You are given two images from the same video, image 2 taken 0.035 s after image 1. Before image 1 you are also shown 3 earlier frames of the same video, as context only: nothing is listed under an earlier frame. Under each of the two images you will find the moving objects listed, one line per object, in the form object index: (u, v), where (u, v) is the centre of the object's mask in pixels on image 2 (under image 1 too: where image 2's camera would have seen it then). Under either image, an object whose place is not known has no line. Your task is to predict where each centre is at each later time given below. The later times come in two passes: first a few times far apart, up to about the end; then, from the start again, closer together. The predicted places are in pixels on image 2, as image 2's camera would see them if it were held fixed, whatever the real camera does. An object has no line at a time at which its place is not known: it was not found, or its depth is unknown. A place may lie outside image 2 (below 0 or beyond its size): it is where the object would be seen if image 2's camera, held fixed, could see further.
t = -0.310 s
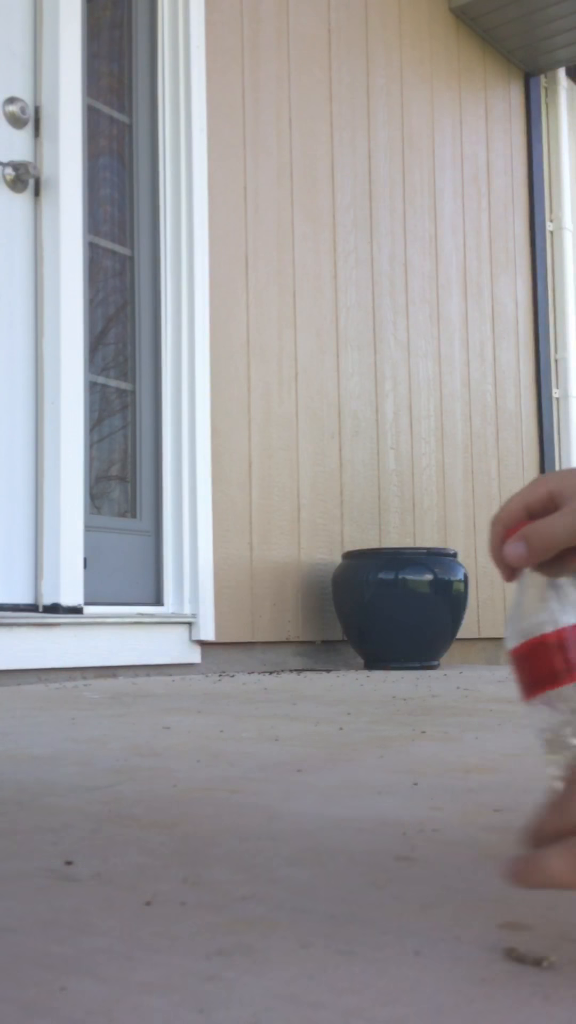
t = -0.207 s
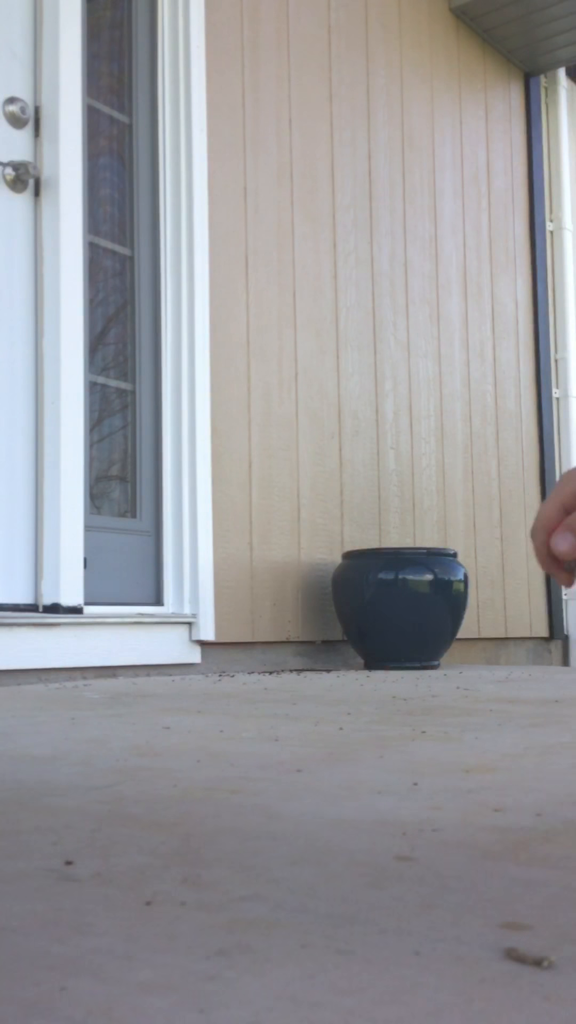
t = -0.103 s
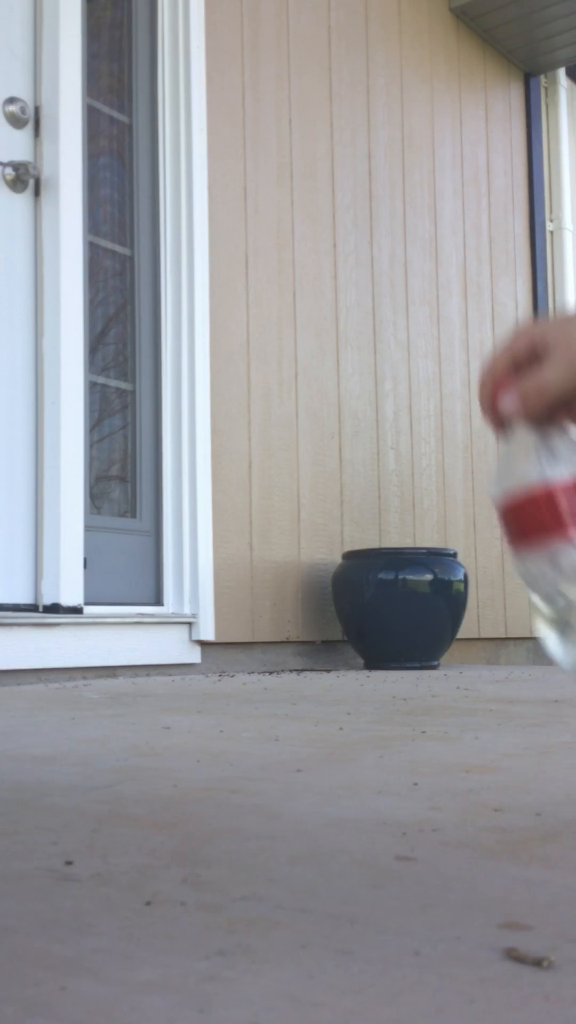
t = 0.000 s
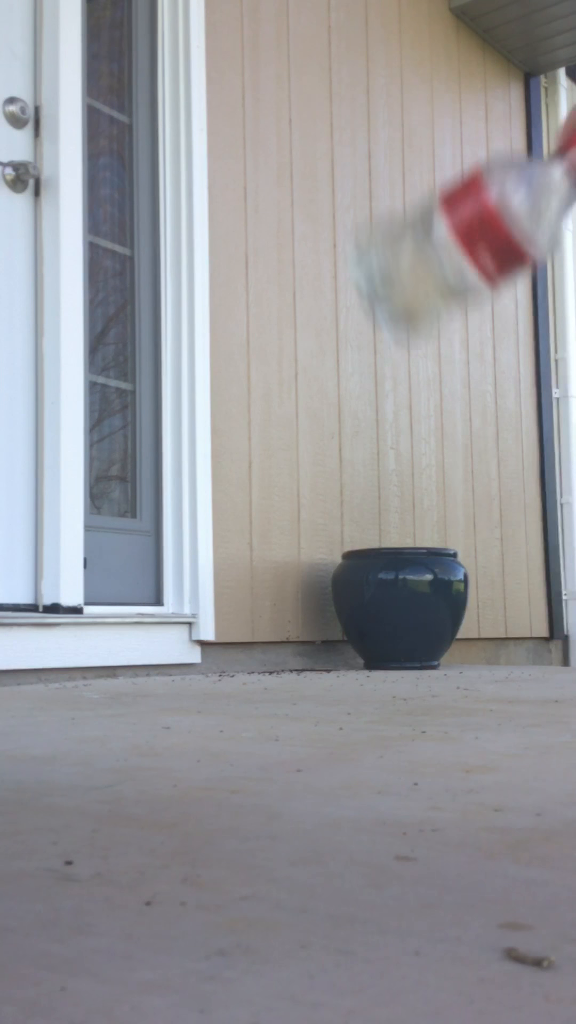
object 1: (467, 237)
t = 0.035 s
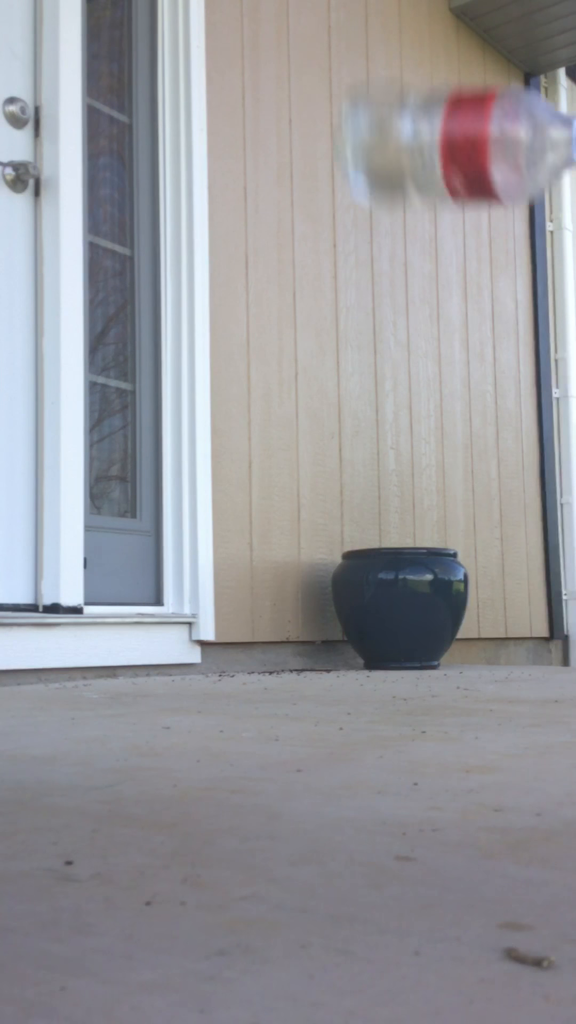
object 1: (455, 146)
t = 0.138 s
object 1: (366, 43)
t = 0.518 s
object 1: (290, 268)
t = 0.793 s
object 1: (407, 795)
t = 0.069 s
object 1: (447, 79)
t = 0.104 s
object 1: (425, 63)
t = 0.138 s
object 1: (366, 43)
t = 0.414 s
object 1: (320, 38)
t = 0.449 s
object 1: (299, 85)
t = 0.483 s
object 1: (292, 150)
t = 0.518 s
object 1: (290, 268)
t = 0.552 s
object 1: (288, 411)
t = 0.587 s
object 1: (287, 577)
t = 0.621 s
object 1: (290, 736)
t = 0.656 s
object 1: (315, 779)
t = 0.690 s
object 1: (351, 770)
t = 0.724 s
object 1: (377, 775)
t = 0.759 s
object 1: (393, 786)
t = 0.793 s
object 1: (407, 795)
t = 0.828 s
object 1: (419, 794)
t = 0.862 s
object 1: (423, 792)
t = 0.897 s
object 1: (427, 793)
